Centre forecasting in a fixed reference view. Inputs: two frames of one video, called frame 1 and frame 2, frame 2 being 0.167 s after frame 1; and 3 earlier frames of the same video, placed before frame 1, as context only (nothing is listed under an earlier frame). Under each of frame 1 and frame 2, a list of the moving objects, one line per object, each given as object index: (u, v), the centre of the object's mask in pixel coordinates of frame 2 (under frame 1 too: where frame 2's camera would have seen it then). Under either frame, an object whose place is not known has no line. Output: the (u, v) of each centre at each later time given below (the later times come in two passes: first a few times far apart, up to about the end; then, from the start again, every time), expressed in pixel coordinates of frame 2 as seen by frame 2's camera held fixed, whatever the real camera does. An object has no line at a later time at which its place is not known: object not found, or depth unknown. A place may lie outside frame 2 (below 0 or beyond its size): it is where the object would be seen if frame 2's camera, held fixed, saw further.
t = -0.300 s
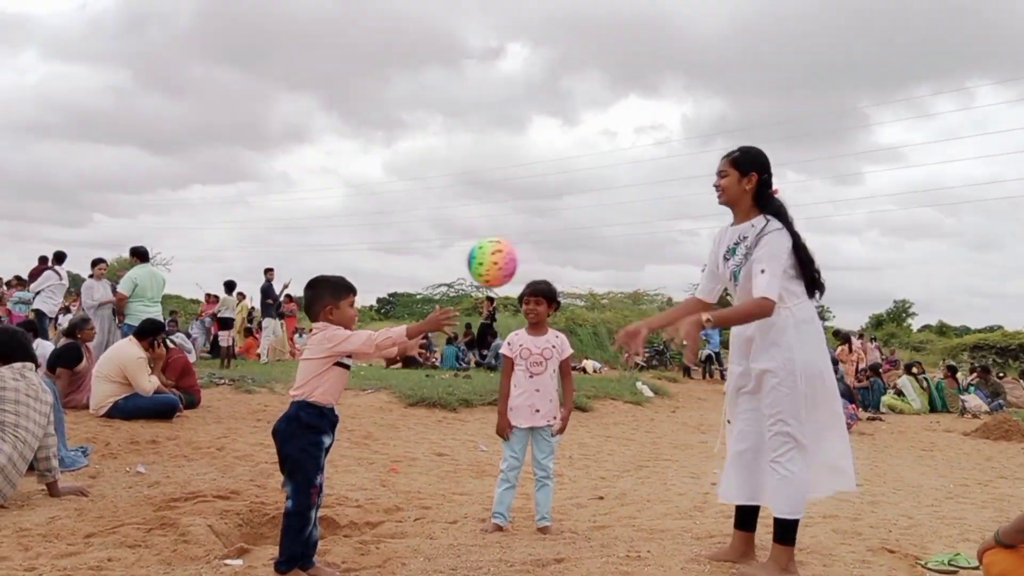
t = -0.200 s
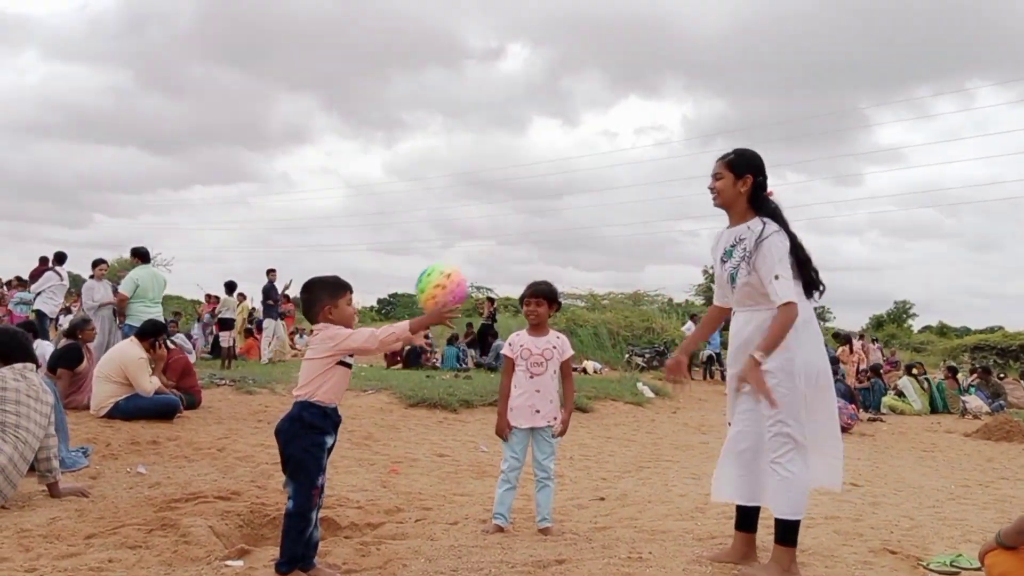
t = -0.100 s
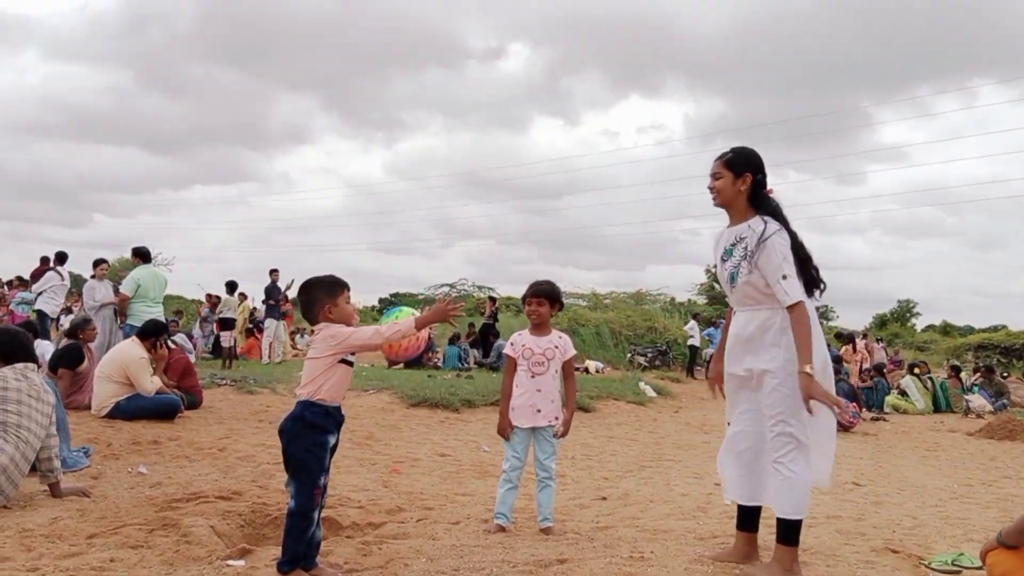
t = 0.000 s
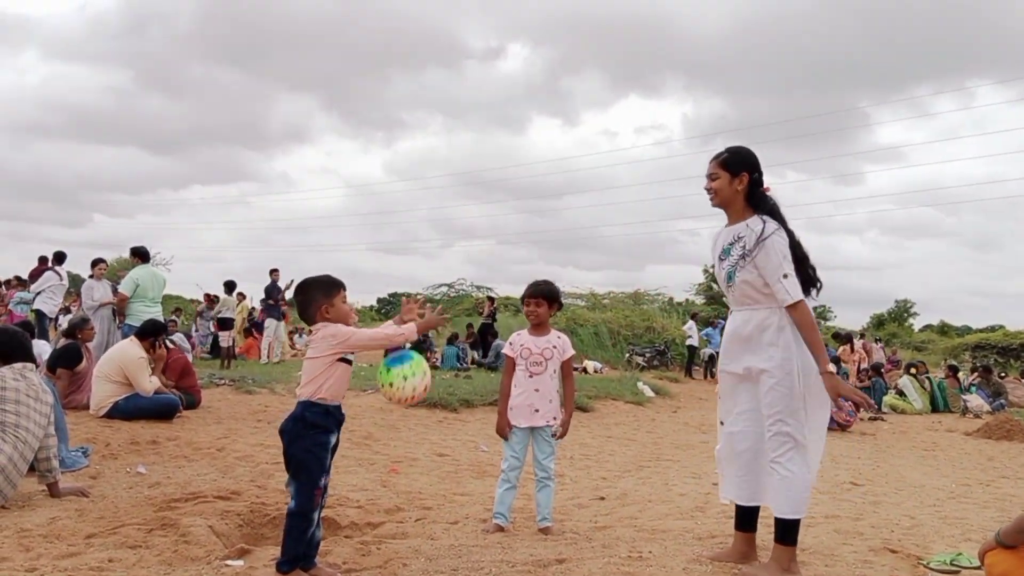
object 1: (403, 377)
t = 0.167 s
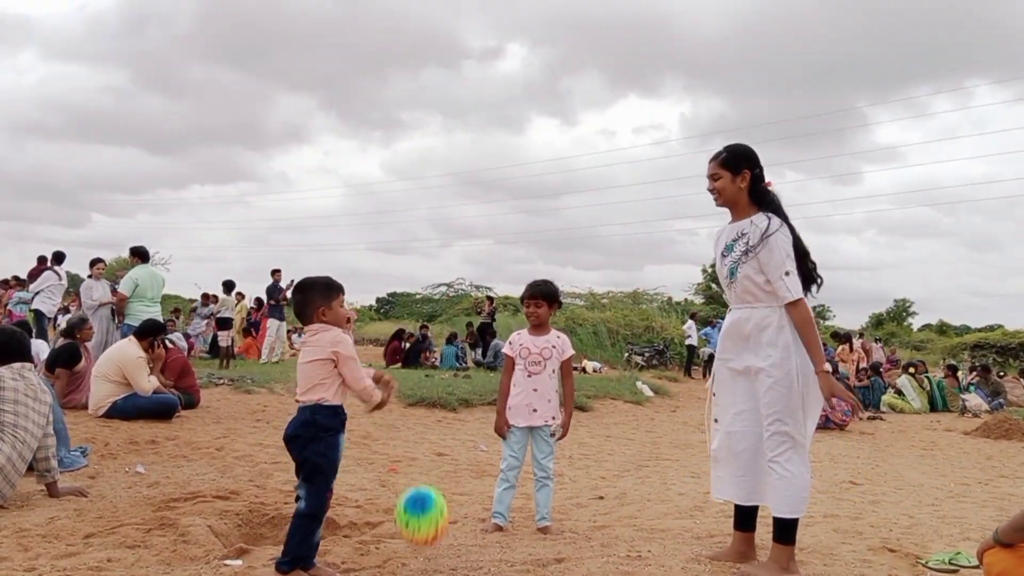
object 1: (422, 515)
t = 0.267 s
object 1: (437, 509)
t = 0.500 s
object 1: (471, 425)
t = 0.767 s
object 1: (494, 518)
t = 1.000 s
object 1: (488, 485)
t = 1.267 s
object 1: (466, 536)
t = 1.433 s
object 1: (450, 497)
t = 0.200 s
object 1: (427, 551)
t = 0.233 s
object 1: (432, 534)
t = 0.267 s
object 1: (437, 509)
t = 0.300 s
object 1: (443, 488)
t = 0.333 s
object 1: (448, 469)
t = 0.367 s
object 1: (453, 454)
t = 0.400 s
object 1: (458, 442)
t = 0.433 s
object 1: (463, 433)
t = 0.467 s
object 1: (467, 427)
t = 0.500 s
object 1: (471, 425)
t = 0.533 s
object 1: (475, 425)
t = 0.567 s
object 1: (478, 429)
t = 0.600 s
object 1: (482, 435)
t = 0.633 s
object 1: (485, 446)
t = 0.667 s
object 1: (488, 459)
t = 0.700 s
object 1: (490, 476)
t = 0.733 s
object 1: (492, 495)
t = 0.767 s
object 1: (494, 518)
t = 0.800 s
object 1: (497, 544)
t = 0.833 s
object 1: (497, 546)
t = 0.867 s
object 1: (495, 528)
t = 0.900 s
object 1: (493, 512)
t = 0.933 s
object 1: (491, 500)
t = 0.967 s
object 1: (489, 491)
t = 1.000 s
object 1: (488, 485)
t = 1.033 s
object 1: (485, 482)
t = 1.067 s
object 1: (483, 482)
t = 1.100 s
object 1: (480, 485)
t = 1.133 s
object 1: (478, 491)
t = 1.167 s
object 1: (475, 500)
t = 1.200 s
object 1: (472, 512)
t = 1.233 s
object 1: (469, 527)
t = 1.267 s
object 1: (466, 536)
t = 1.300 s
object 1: (463, 521)
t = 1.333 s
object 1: (460, 511)
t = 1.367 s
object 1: (457, 502)
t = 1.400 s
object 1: (453, 499)
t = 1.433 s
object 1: (450, 497)
